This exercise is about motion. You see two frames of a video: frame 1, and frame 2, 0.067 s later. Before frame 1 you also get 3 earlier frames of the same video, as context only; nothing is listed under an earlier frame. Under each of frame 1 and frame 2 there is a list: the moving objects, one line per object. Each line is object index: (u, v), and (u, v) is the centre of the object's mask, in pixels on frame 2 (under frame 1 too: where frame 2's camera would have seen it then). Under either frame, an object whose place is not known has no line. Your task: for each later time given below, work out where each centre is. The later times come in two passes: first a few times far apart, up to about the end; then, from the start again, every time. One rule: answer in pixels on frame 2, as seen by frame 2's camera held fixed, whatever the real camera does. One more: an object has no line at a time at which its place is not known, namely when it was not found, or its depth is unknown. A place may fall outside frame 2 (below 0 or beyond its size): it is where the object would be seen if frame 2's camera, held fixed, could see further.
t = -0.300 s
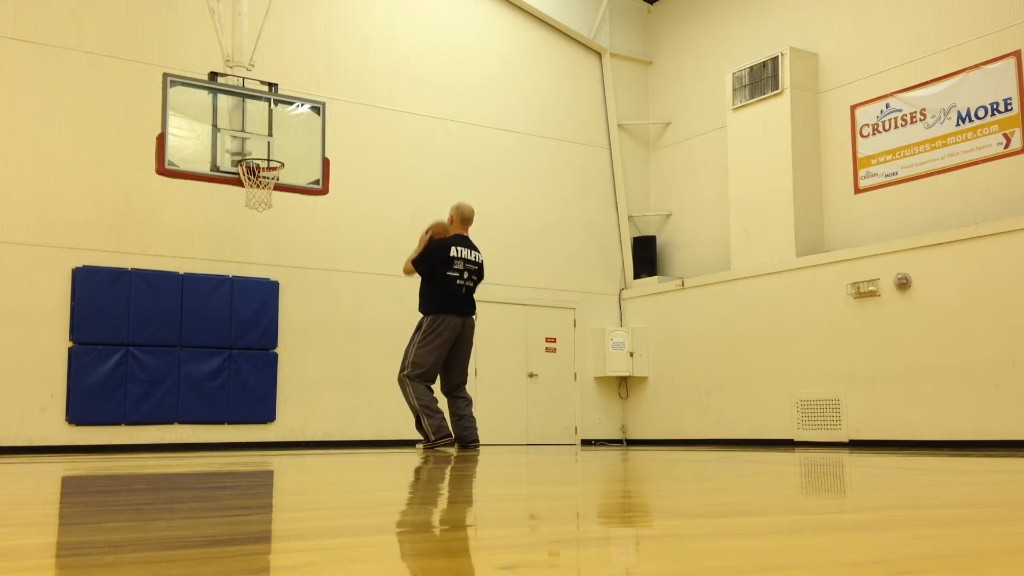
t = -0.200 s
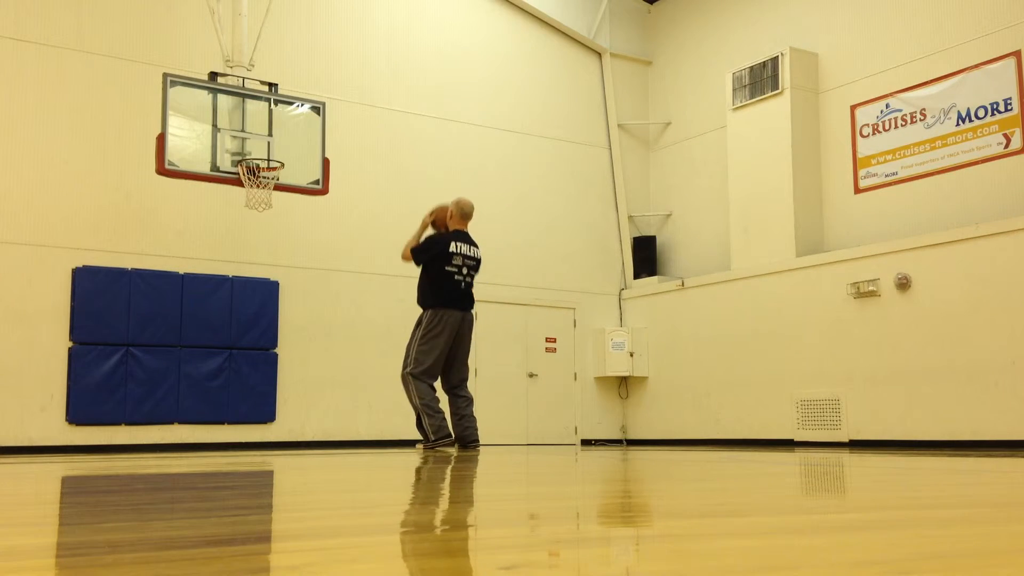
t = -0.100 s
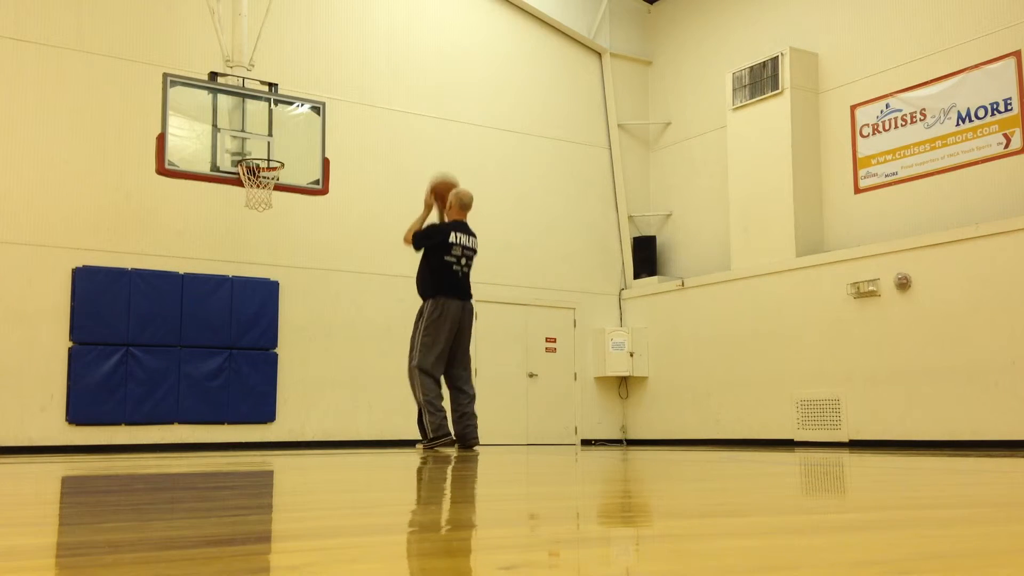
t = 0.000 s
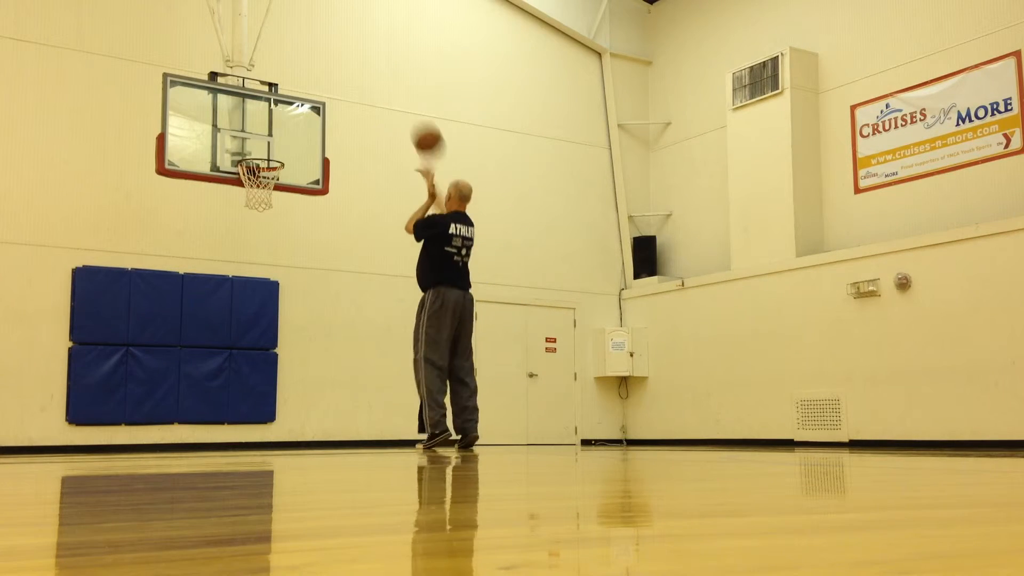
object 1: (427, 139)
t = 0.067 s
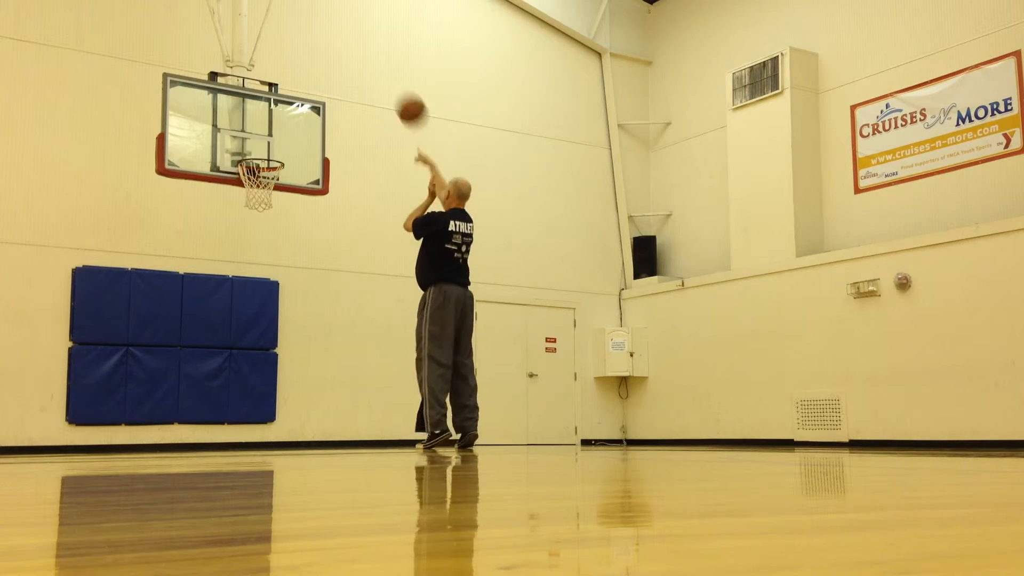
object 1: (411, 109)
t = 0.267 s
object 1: (367, 58)
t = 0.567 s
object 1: (314, 63)
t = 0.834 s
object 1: (275, 134)
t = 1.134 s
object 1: (249, 200)
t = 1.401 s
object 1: (237, 253)
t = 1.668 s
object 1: (220, 380)
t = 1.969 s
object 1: (217, 352)
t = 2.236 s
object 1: (217, 296)
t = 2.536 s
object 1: (214, 310)
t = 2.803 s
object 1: (208, 399)
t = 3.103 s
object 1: (206, 370)
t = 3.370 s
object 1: (203, 348)
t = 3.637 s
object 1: (197, 401)
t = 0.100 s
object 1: (403, 97)
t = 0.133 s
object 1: (395, 86)
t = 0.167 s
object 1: (388, 77)
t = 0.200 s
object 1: (381, 69)
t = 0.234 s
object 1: (374, 63)
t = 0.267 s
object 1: (367, 58)
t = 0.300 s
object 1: (360, 54)
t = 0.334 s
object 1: (354, 51)
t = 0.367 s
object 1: (348, 50)
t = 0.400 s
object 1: (342, 50)
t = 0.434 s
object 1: (336, 50)
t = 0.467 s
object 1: (330, 52)
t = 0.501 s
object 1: (324, 55)
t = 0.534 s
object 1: (319, 58)
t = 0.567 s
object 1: (314, 63)
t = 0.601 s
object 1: (308, 69)
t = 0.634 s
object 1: (303, 75)
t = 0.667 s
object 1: (299, 83)
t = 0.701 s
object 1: (294, 91)
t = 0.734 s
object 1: (288, 101)
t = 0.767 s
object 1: (283, 112)
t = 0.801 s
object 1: (279, 122)
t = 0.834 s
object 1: (275, 134)
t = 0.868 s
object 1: (270, 146)
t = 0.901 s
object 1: (266, 158)
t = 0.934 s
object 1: (261, 171)
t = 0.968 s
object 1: (258, 176)
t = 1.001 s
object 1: (257, 188)
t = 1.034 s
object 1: (254, 196)
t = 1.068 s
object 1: (252, 195)
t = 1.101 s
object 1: (252, 195)
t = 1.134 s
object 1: (249, 200)
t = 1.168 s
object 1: (247, 203)
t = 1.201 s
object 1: (246, 206)
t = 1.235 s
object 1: (245, 210)
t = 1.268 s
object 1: (243, 217)
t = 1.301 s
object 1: (242, 224)
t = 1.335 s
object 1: (240, 233)
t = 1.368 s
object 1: (238, 243)
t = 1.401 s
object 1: (237, 253)
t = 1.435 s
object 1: (235, 264)
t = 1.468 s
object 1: (233, 278)
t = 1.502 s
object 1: (231, 292)
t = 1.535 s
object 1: (229, 307)
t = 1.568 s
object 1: (227, 324)
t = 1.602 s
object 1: (225, 340)
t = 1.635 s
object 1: (222, 360)
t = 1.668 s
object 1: (220, 380)
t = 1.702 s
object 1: (218, 401)
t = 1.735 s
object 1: (215, 419)
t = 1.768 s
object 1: (214, 436)
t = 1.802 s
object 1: (215, 418)
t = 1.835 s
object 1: (215, 405)
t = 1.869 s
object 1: (216, 390)
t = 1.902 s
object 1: (216, 376)
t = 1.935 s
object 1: (216, 364)
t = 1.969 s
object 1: (217, 352)
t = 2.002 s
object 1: (217, 342)
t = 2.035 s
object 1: (217, 331)
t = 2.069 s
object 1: (217, 323)
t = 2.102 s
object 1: (217, 316)
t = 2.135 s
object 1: (217, 309)
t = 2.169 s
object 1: (217, 304)
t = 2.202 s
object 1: (217, 299)
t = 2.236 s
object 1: (217, 296)
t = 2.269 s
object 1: (217, 293)
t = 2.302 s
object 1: (217, 292)
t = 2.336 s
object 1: (216, 292)
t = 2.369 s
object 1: (216, 292)
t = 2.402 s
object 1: (216, 293)
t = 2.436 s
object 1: (215, 296)
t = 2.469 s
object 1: (215, 300)
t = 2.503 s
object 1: (215, 304)
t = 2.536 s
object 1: (214, 310)
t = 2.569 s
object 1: (214, 317)
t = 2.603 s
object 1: (213, 325)
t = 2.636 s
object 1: (212, 335)
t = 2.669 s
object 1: (212, 345)
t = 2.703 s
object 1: (210, 357)
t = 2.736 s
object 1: (210, 370)
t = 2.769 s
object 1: (209, 384)
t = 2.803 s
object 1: (208, 399)
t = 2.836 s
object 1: (208, 413)
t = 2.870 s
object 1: (206, 432)
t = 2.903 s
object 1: (206, 429)
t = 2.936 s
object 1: (206, 415)
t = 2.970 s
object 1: (206, 405)
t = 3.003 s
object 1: (207, 396)
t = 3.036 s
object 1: (207, 385)
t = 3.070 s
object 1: (207, 377)
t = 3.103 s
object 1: (206, 370)
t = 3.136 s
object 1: (206, 363)
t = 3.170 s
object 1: (206, 357)
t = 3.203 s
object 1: (205, 353)
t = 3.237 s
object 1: (205, 350)
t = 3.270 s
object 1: (205, 348)
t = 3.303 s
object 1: (204, 347)
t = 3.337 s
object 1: (204, 347)
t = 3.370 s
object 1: (203, 348)
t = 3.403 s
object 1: (203, 350)
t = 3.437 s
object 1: (202, 353)
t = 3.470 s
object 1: (201, 359)
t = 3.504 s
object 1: (201, 364)
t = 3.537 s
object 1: (200, 372)
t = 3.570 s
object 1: (199, 380)
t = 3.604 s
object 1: (198, 390)
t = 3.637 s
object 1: (197, 401)
